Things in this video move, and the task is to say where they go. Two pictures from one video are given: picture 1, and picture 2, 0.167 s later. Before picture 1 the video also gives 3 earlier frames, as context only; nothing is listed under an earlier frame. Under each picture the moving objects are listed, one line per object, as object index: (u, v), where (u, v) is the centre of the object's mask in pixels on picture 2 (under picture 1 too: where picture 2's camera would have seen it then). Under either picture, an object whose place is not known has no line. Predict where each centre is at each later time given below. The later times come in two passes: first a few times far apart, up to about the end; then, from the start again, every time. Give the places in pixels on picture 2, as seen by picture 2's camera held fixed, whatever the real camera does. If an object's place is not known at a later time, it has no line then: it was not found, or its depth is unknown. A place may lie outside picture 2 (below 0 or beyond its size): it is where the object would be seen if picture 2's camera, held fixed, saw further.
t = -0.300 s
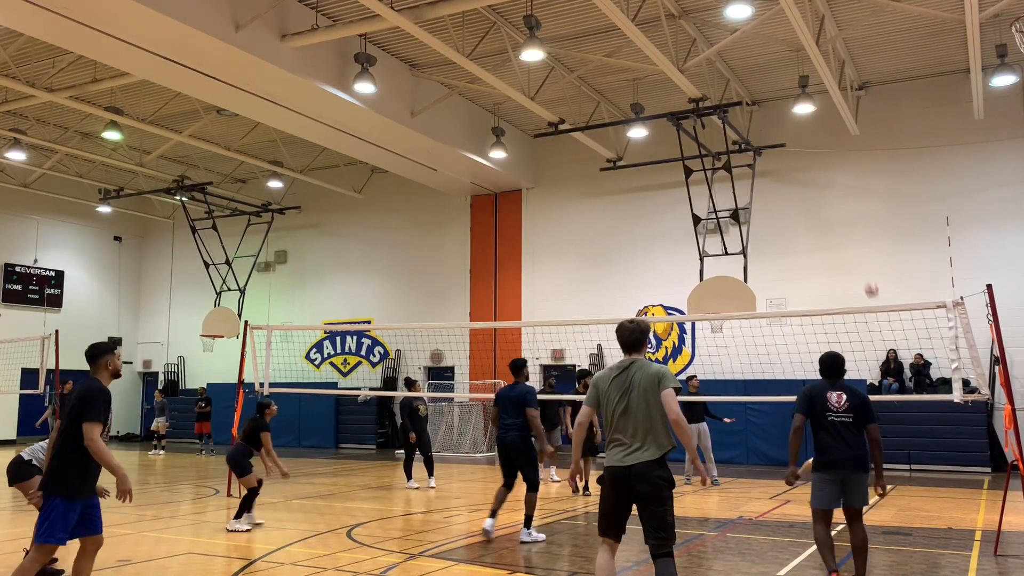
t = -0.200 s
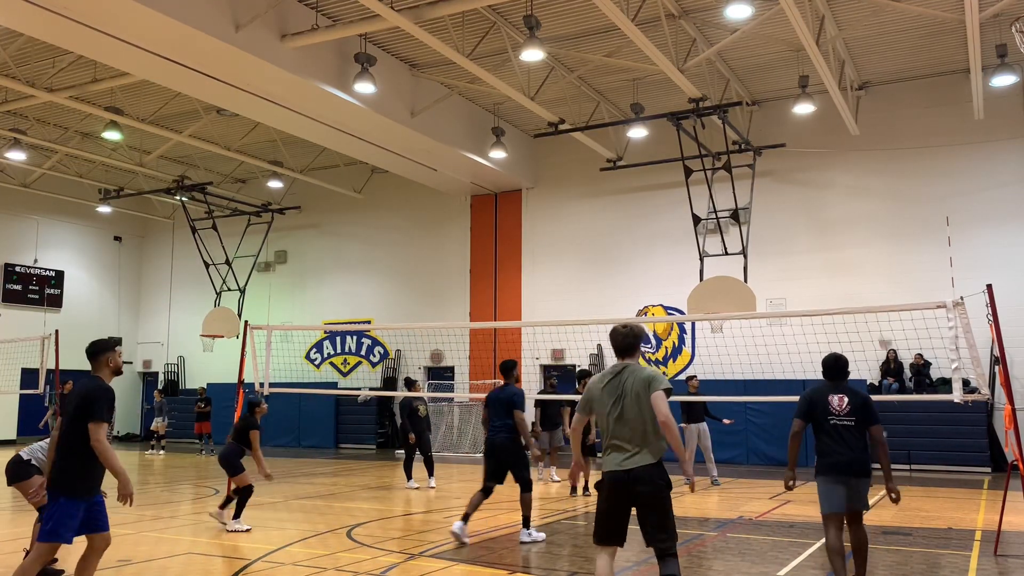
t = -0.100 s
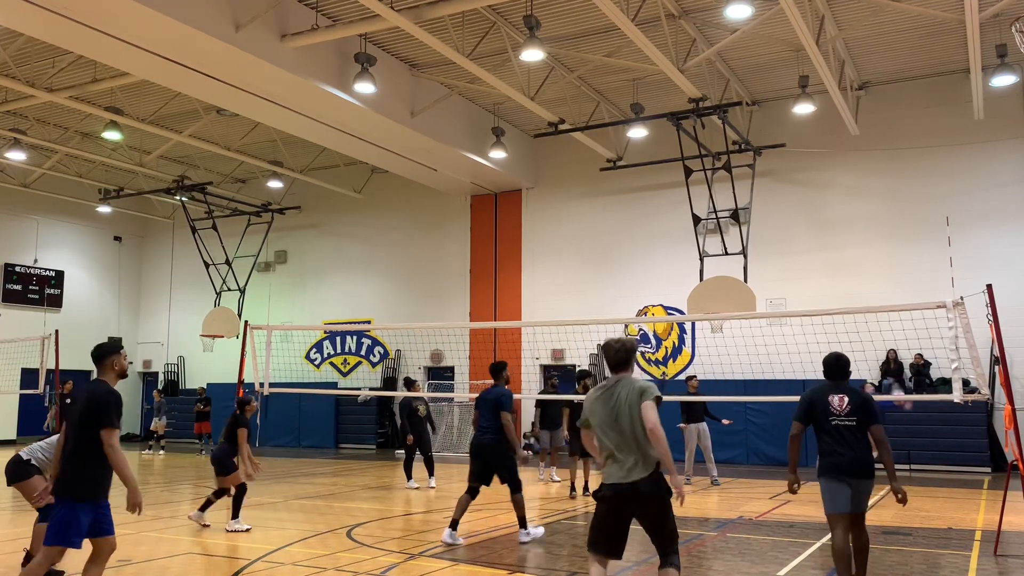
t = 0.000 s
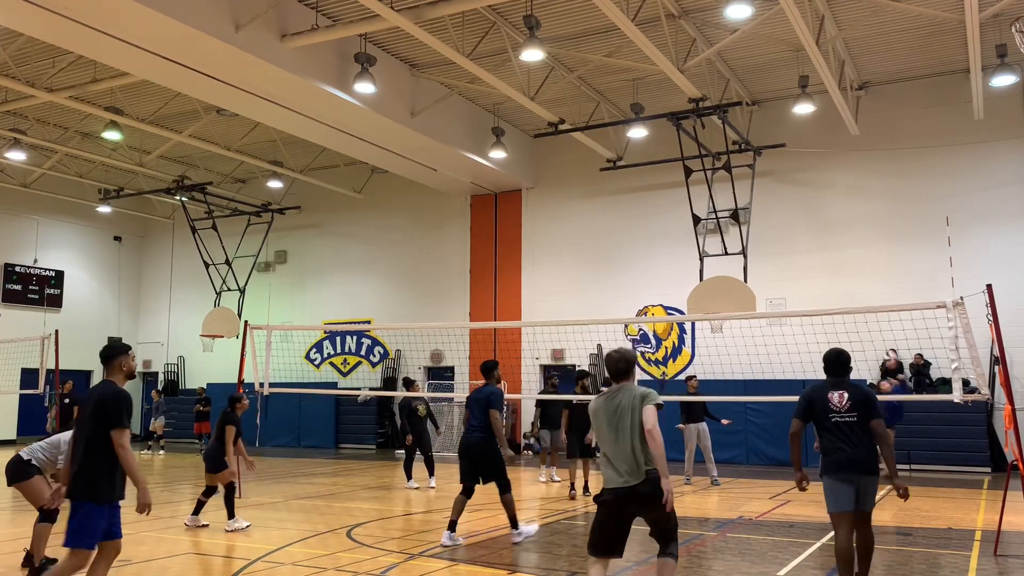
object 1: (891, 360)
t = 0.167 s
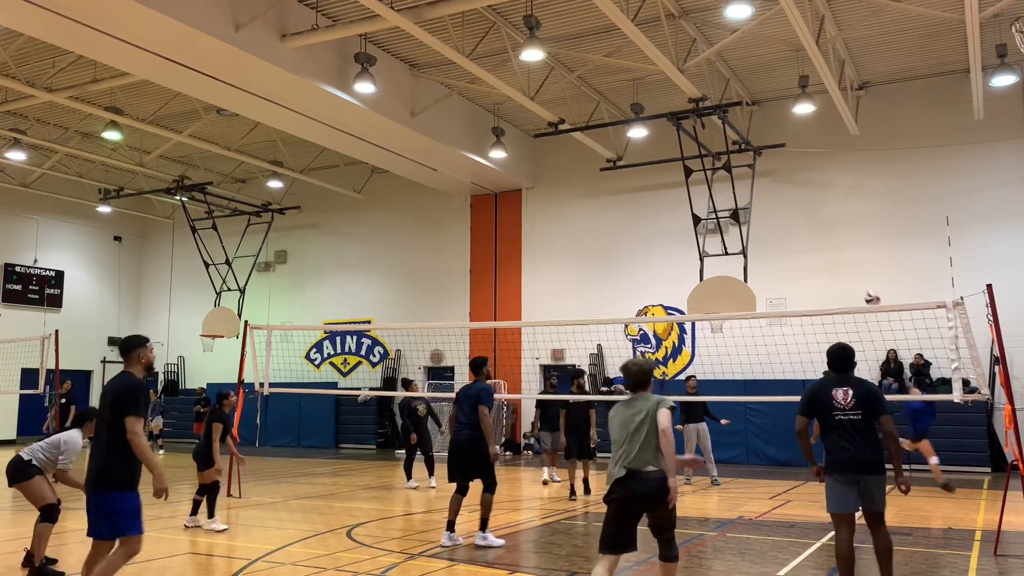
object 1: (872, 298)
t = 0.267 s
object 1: (860, 268)
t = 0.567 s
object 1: (813, 215)
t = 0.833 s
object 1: (755, 233)
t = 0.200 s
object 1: (868, 288)
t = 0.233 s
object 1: (864, 278)
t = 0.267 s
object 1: (860, 268)
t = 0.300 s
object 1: (855, 260)
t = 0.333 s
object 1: (850, 252)
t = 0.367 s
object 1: (846, 244)
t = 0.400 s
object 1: (841, 237)
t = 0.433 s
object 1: (836, 231)
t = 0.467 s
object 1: (831, 226)
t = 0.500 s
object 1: (824, 221)
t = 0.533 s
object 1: (819, 217)
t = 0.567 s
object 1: (813, 215)
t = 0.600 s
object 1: (807, 213)
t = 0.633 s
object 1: (800, 212)
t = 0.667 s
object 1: (794, 212)
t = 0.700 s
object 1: (786, 214)
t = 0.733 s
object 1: (780, 216)
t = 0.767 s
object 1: (773, 220)
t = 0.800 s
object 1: (764, 226)
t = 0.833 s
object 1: (755, 233)
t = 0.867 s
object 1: (747, 242)
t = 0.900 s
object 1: (738, 252)
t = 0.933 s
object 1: (729, 262)
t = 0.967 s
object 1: (719, 278)
